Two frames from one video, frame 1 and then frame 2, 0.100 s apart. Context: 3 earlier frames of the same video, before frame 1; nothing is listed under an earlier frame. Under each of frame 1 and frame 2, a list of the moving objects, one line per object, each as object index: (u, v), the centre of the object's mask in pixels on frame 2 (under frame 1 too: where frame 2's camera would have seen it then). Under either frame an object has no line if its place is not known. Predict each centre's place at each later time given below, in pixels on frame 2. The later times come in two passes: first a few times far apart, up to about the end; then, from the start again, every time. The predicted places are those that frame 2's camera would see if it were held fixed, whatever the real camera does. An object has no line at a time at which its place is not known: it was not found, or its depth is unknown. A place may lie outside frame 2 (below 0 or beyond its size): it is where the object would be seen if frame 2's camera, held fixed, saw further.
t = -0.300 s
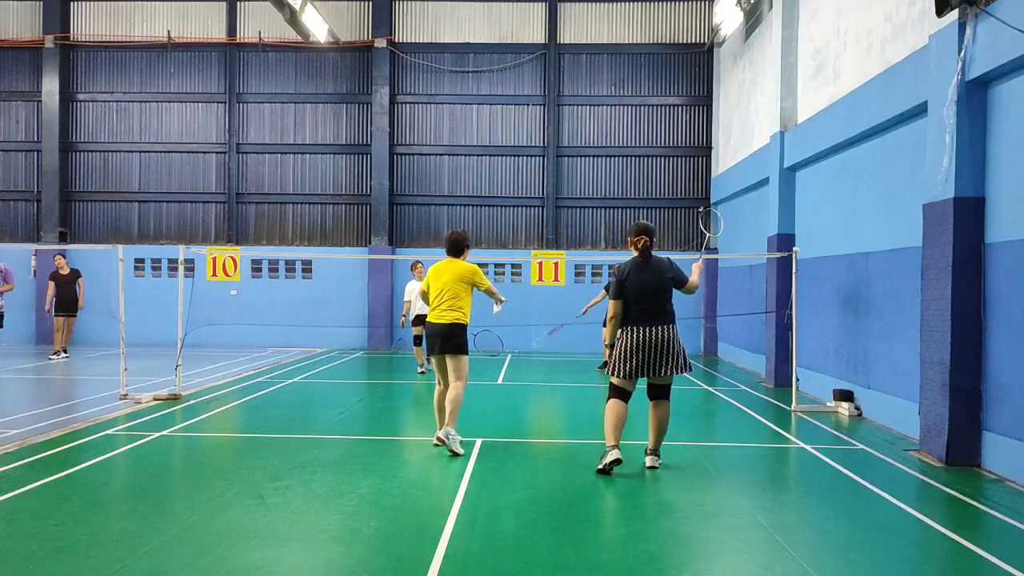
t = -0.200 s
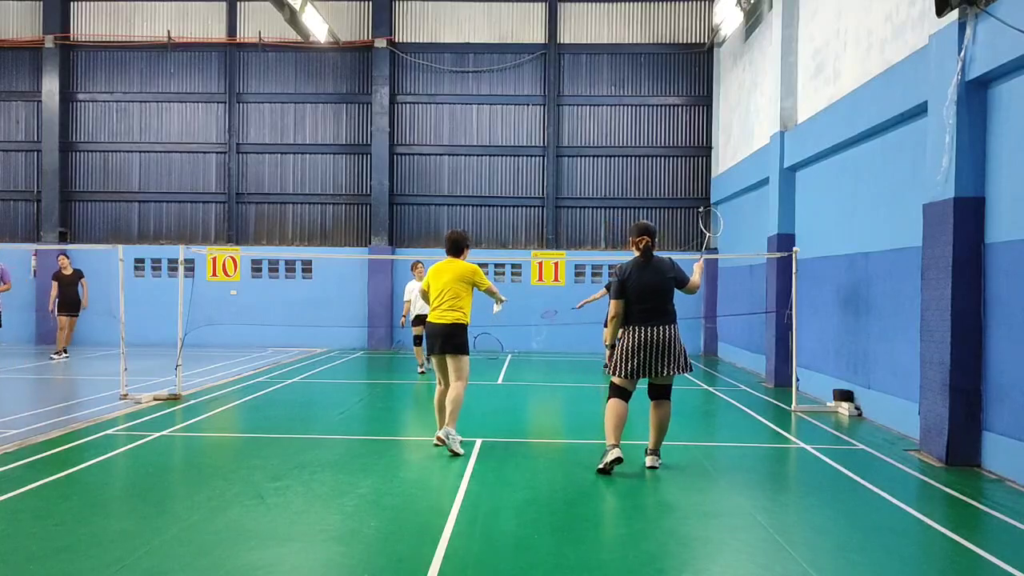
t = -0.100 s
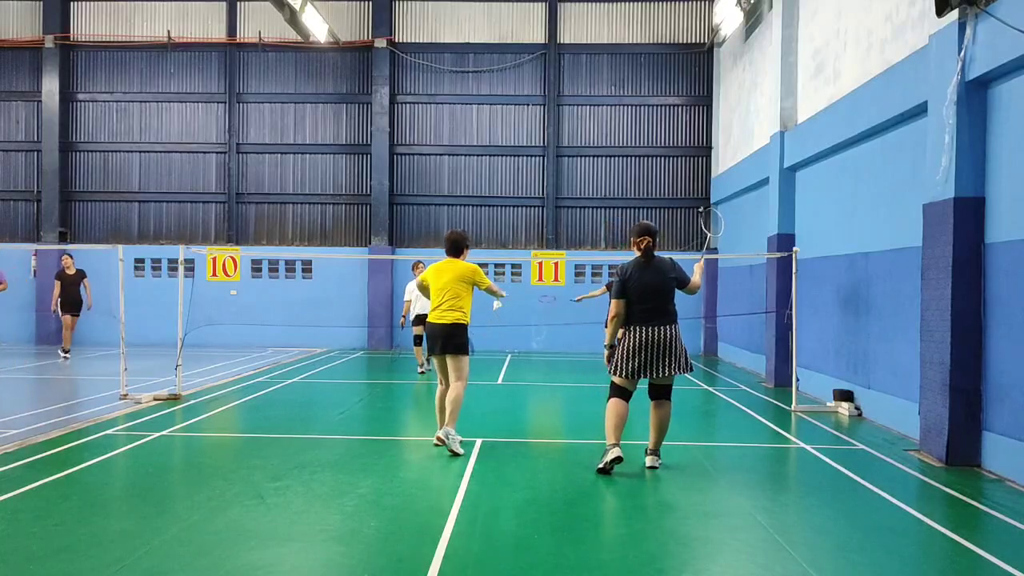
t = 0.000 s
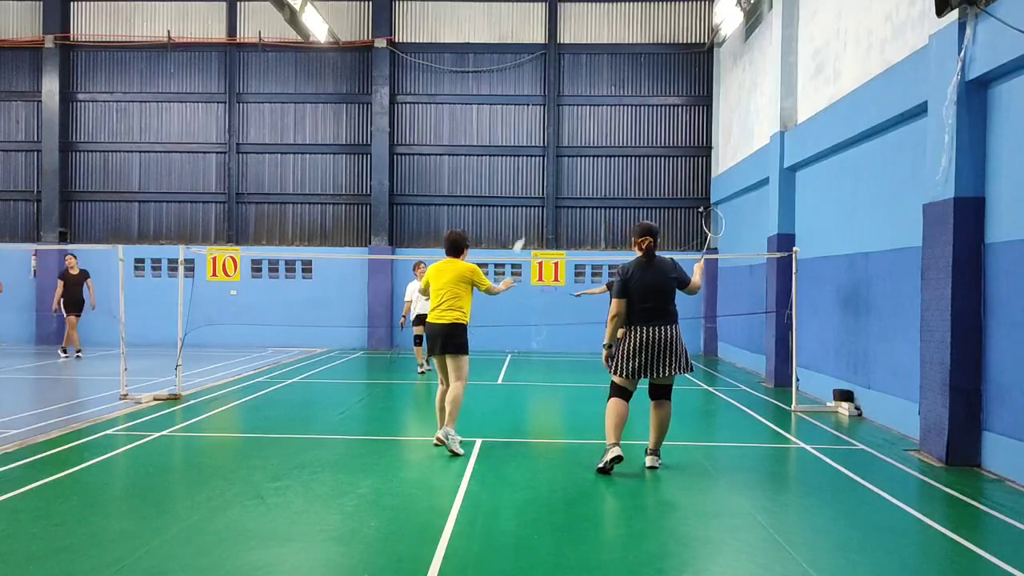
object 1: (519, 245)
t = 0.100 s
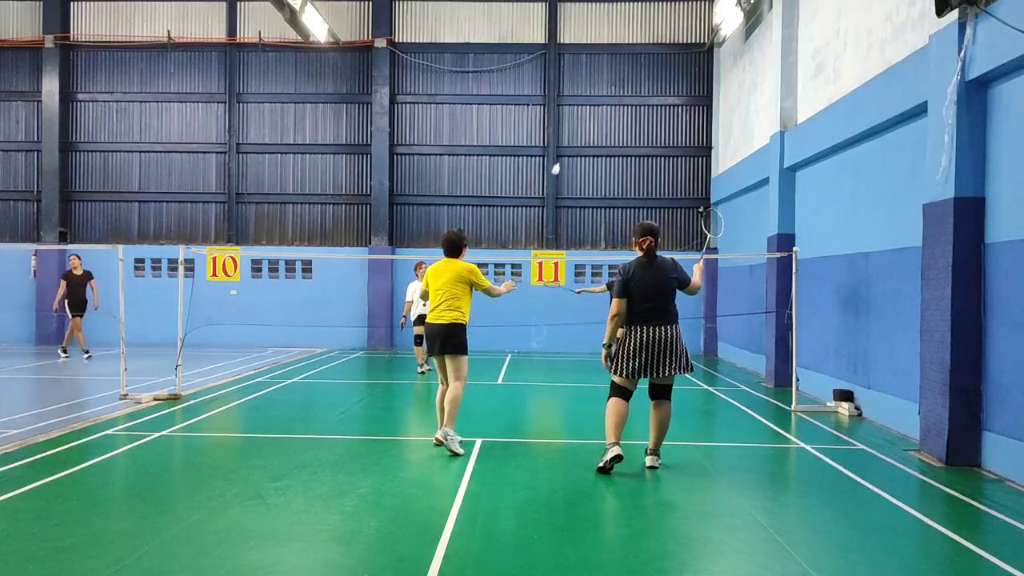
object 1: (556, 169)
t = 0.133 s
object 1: (563, 152)
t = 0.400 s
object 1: (604, 97)
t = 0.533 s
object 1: (615, 99)
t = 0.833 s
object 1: (634, 141)
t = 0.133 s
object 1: (563, 152)
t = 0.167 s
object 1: (571, 138)
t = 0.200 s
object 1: (577, 127)
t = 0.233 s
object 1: (583, 118)
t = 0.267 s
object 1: (588, 111)
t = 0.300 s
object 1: (592, 106)
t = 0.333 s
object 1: (597, 102)
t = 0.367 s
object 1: (600, 99)
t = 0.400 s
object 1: (604, 97)
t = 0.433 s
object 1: (607, 96)
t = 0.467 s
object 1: (610, 96)
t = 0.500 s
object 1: (612, 97)
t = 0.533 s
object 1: (615, 99)
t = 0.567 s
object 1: (618, 101)
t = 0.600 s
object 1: (620, 104)
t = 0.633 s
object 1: (623, 107)
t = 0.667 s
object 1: (624, 112)
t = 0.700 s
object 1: (627, 116)
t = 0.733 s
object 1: (629, 122)
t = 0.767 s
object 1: (631, 128)
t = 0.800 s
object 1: (632, 134)
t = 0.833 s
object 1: (634, 141)
